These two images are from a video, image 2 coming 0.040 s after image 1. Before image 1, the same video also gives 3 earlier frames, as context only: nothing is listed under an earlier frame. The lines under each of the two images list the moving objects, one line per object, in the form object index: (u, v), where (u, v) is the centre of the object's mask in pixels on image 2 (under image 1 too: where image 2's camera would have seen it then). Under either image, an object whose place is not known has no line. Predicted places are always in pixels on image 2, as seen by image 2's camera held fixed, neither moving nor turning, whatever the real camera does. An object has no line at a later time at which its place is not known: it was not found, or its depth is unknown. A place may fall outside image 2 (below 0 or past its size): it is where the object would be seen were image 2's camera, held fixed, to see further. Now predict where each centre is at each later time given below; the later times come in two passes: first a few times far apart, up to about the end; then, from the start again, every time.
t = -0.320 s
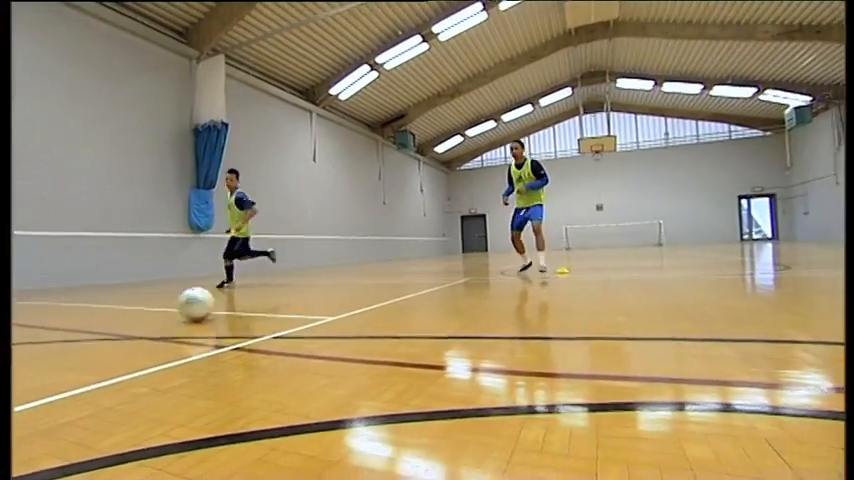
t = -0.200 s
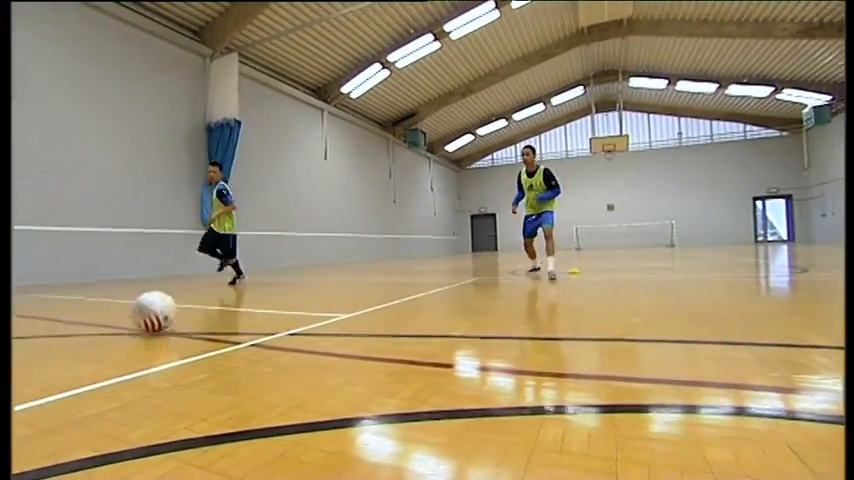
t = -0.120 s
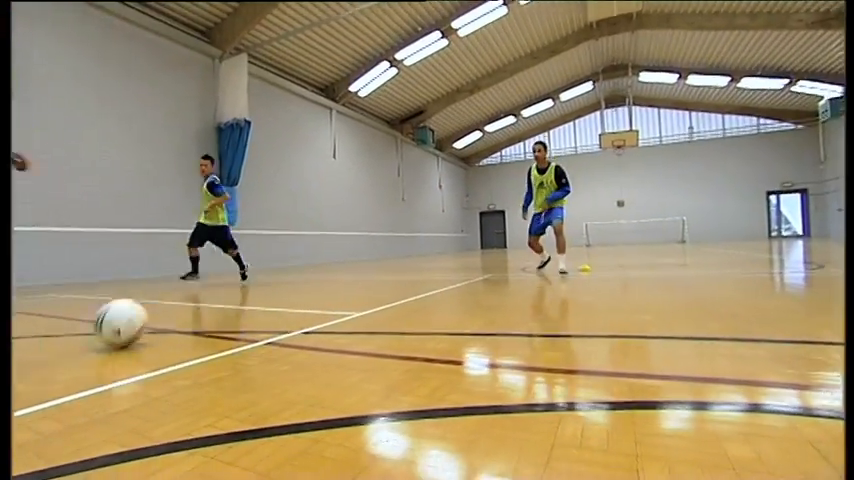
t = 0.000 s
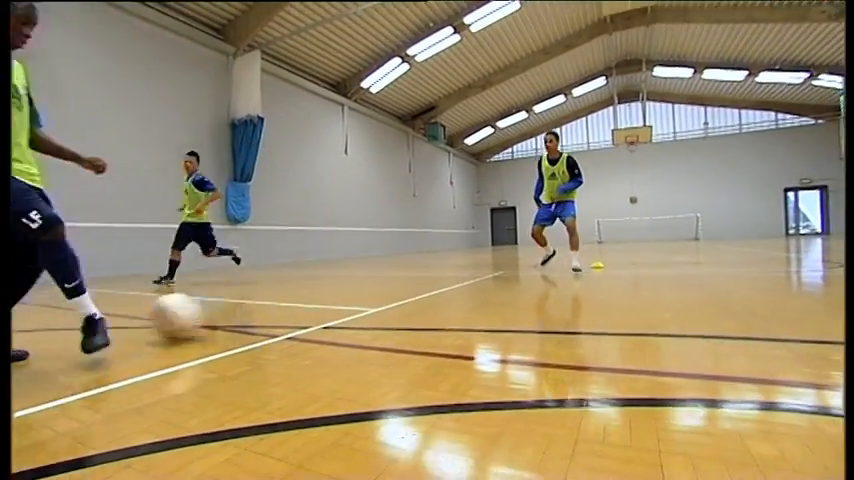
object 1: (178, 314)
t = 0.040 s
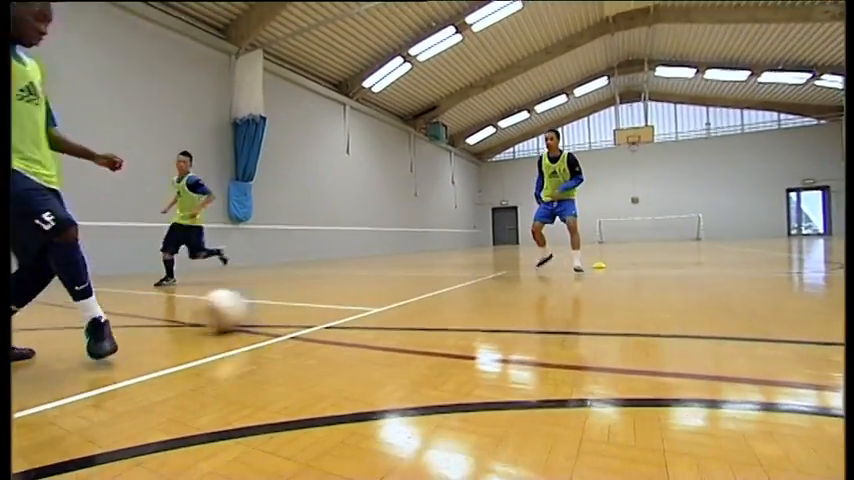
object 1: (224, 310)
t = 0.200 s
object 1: (345, 295)
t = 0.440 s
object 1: (446, 282)
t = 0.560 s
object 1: (477, 278)
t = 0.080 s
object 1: (262, 304)
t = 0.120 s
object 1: (293, 302)
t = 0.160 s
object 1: (321, 299)
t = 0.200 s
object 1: (345, 295)
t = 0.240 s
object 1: (367, 292)
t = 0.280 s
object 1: (387, 291)
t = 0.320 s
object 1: (405, 289)
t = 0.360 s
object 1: (419, 286)
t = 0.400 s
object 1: (432, 284)
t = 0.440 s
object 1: (446, 282)
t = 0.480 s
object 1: (457, 281)
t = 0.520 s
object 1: (468, 279)
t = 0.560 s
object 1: (477, 278)
